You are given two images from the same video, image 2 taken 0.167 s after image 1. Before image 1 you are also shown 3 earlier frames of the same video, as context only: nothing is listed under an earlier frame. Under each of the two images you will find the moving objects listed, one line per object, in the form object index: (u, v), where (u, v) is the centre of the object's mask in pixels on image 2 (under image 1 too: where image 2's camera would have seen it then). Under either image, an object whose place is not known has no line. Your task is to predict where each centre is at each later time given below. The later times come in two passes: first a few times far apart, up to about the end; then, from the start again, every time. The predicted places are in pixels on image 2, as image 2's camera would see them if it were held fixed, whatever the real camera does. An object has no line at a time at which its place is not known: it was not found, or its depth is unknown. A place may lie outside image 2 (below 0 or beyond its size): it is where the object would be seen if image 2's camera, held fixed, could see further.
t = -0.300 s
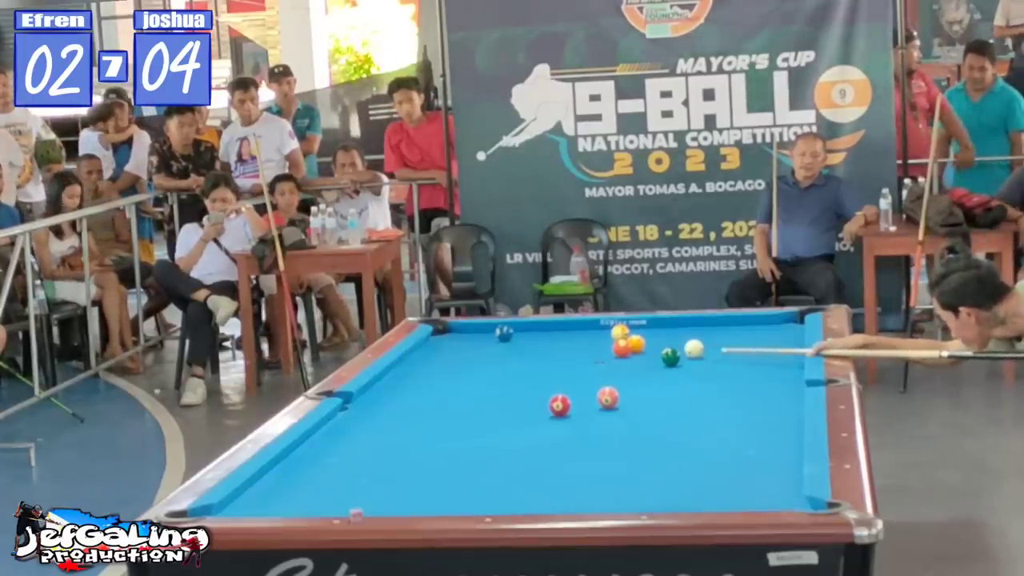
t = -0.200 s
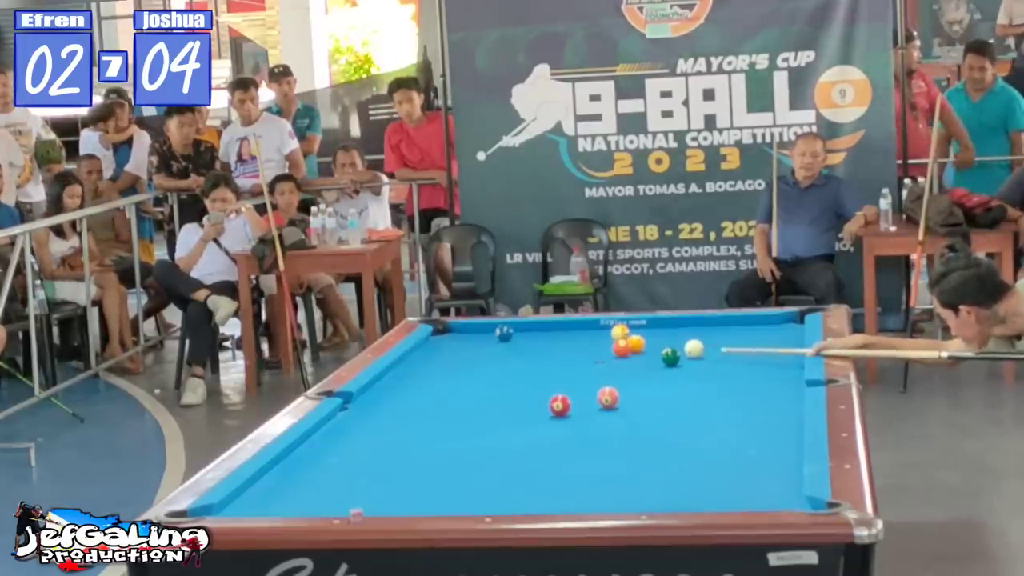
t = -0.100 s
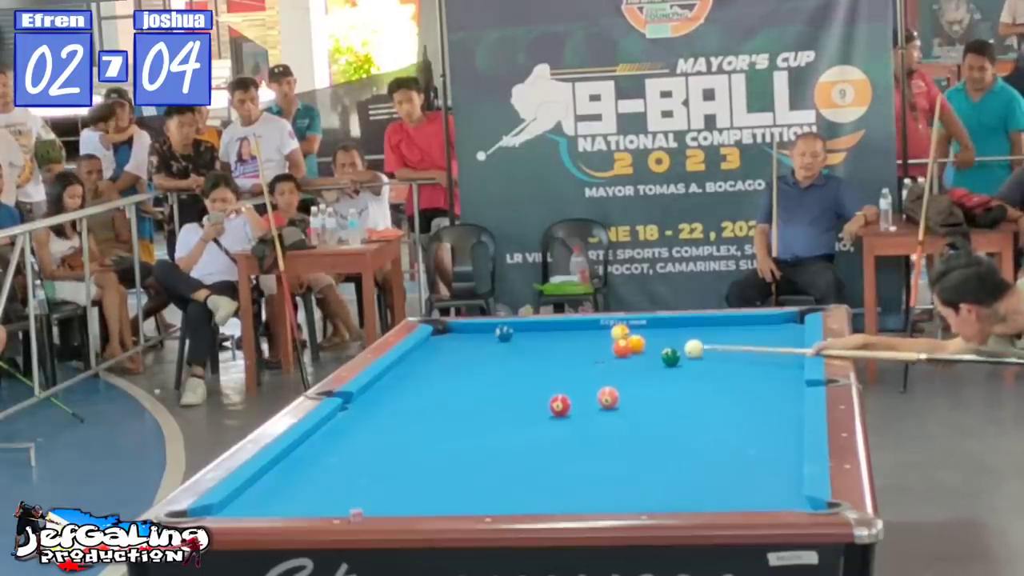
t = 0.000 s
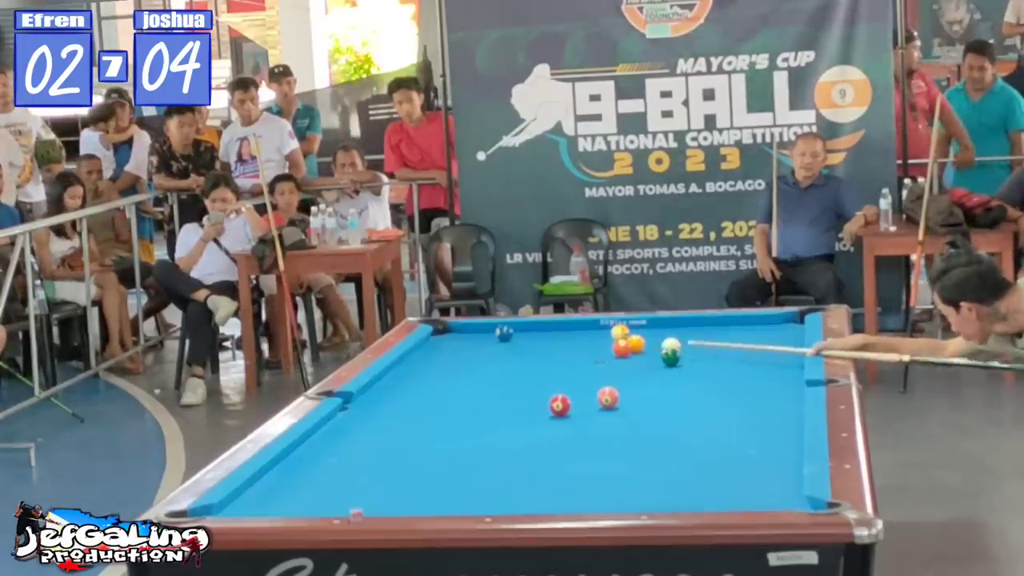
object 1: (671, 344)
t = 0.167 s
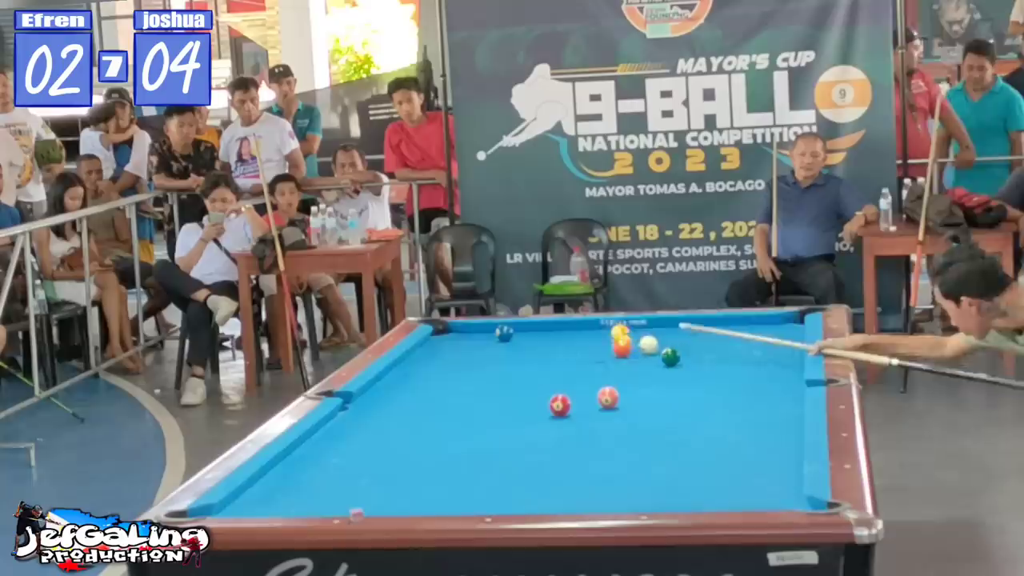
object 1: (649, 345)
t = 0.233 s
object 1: (645, 344)
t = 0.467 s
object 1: (636, 343)
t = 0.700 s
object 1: (628, 339)
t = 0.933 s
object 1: (613, 339)
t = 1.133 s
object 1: (608, 341)
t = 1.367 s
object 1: (602, 341)
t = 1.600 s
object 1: (596, 341)
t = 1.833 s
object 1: (591, 340)
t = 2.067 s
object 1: (587, 340)
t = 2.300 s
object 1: (584, 339)
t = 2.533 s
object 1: (582, 339)
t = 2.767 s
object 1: (582, 339)
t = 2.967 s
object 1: (582, 339)
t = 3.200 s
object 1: (582, 339)
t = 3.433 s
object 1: (582, 339)
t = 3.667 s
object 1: (582, 339)
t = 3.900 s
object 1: (582, 339)
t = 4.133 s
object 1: (582, 339)
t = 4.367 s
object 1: (582, 339)
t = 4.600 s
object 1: (582, 339)
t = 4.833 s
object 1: (582, 339)
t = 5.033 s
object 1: (582, 339)
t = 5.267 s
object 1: (582, 339)
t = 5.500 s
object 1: (582, 339)
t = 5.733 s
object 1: (582, 339)
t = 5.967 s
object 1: (582, 339)
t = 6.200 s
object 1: (582, 339)
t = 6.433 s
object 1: (582, 339)
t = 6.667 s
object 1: (582, 339)
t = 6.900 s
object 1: (582, 339)
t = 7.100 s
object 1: (582, 339)
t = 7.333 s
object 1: (582, 339)
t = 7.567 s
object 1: (582, 339)
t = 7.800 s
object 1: (582, 339)
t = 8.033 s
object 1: (582, 339)
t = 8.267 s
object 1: (582, 339)
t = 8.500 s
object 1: (582, 339)
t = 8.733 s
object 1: (582, 339)
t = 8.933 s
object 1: (582, 339)
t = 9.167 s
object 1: (582, 339)
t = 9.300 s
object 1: (582, 339)
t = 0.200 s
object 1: (647, 344)
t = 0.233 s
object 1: (645, 344)
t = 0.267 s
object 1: (644, 344)
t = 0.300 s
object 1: (642, 344)
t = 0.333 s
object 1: (640, 344)
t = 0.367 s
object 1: (639, 344)
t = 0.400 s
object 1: (638, 344)
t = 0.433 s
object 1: (637, 343)
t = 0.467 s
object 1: (636, 343)
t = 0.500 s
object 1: (635, 343)
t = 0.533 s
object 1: (634, 342)
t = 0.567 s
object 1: (633, 342)
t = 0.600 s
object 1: (632, 342)
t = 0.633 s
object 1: (632, 342)
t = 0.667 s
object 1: (630, 340)
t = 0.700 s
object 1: (628, 339)
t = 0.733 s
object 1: (625, 339)
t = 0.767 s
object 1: (623, 339)
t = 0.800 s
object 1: (622, 339)
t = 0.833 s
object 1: (619, 339)
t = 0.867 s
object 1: (617, 339)
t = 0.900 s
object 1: (615, 339)
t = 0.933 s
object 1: (613, 339)
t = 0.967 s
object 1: (612, 340)
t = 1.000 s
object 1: (611, 340)
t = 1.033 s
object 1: (610, 341)
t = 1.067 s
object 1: (609, 341)
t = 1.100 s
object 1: (608, 341)
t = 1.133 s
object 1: (608, 341)
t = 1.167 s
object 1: (607, 341)
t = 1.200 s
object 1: (606, 341)
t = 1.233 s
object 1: (605, 341)
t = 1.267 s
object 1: (604, 341)
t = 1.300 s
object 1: (604, 341)
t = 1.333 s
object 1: (603, 341)
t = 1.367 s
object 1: (602, 341)
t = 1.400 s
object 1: (601, 341)
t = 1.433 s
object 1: (600, 341)
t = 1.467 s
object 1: (599, 341)
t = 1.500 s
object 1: (599, 341)
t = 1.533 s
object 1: (598, 341)
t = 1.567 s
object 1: (597, 341)
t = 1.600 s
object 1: (596, 341)
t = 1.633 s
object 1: (595, 340)
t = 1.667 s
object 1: (594, 340)
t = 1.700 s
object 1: (594, 340)
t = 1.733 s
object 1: (593, 340)
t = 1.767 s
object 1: (593, 340)
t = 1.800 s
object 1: (592, 340)
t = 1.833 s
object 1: (591, 340)
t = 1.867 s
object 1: (591, 340)
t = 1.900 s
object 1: (590, 340)
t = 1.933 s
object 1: (590, 340)
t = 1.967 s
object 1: (589, 340)
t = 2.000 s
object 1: (588, 340)
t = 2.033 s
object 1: (588, 340)
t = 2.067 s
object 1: (587, 340)
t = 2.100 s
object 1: (587, 340)
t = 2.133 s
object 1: (586, 340)
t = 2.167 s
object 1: (586, 340)
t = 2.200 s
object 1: (585, 340)
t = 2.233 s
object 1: (585, 339)
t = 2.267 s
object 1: (585, 339)
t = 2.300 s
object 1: (584, 339)
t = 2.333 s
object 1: (584, 339)
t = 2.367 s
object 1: (584, 339)
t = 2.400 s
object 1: (583, 339)
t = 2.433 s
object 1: (583, 339)
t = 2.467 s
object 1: (583, 339)
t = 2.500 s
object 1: (583, 339)
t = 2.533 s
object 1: (582, 339)
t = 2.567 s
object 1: (582, 339)
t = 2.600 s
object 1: (582, 339)
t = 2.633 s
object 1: (582, 339)
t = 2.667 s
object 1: (582, 339)
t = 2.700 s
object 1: (582, 339)
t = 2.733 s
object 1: (582, 339)
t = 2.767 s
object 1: (582, 339)
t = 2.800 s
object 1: (582, 339)
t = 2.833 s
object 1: (582, 339)
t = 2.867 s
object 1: (582, 339)
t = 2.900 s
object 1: (582, 339)
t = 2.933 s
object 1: (582, 339)
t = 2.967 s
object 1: (582, 339)
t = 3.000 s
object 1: (582, 339)
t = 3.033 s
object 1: (582, 339)
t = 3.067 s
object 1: (582, 339)
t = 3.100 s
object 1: (582, 339)
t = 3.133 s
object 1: (582, 339)
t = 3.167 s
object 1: (582, 339)
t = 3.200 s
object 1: (582, 339)
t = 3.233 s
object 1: (582, 339)
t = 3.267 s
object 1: (582, 339)
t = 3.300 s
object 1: (582, 339)
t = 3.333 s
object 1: (582, 339)
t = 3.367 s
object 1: (582, 339)
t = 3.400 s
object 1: (582, 339)
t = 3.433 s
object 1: (582, 339)
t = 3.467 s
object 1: (582, 339)
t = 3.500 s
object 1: (582, 339)
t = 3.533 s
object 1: (582, 339)
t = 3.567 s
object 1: (582, 339)
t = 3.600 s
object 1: (582, 339)
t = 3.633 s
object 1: (582, 339)
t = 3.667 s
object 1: (582, 339)
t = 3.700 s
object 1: (582, 339)
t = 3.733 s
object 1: (582, 339)
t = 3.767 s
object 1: (582, 339)
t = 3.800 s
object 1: (582, 339)
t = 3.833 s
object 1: (582, 339)
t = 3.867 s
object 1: (582, 339)
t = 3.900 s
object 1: (582, 339)
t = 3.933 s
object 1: (582, 339)
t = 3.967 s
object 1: (582, 339)
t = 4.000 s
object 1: (582, 339)
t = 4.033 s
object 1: (582, 339)
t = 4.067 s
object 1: (582, 339)
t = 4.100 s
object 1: (582, 339)
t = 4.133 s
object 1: (582, 339)
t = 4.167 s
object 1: (582, 339)
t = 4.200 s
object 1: (582, 339)
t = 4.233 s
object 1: (582, 339)
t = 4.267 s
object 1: (582, 339)
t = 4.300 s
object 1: (582, 339)
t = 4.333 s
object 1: (582, 339)
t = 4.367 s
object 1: (582, 339)
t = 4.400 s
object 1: (582, 339)
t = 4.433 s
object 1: (582, 339)
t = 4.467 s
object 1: (582, 339)
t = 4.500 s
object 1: (582, 339)
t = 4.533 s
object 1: (582, 339)
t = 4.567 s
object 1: (582, 339)
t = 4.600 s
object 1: (582, 339)
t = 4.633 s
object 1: (582, 339)
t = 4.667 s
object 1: (582, 339)
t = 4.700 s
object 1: (582, 339)
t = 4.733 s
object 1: (582, 339)
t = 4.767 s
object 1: (582, 339)
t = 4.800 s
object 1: (582, 339)
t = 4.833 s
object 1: (582, 339)
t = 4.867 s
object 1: (582, 339)
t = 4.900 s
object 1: (582, 339)
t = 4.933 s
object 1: (582, 339)
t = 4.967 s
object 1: (582, 339)
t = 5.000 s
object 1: (582, 339)
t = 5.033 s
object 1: (582, 339)
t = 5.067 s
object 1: (582, 339)
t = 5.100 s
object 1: (582, 339)
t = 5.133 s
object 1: (582, 339)
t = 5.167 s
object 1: (582, 339)
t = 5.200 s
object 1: (582, 339)
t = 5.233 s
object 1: (582, 339)
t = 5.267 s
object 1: (582, 339)
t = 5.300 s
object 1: (582, 339)
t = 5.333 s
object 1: (582, 339)
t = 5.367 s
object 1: (582, 339)
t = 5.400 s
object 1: (582, 339)
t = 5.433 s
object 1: (582, 339)
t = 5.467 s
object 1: (582, 339)
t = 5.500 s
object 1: (582, 339)
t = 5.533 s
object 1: (582, 339)
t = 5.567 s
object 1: (582, 339)
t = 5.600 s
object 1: (582, 339)
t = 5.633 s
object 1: (582, 339)
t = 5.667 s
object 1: (582, 339)
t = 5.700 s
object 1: (582, 339)
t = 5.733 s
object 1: (582, 339)
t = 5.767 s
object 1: (582, 339)
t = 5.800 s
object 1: (582, 339)
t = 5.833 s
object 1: (582, 339)
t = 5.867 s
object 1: (582, 339)
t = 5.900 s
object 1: (582, 339)
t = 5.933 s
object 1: (582, 339)
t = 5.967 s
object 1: (582, 339)
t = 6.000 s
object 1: (582, 339)
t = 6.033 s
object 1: (582, 339)
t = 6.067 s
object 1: (582, 339)
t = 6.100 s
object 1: (582, 339)
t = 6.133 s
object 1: (582, 339)
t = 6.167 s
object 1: (582, 339)
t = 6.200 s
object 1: (582, 339)
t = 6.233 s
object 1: (582, 339)
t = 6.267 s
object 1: (582, 339)
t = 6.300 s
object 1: (582, 339)
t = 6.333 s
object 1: (582, 339)
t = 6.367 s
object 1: (582, 339)
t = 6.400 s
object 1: (582, 339)
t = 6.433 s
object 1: (582, 339)
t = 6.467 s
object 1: (582, 339)
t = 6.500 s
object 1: (582, 339)
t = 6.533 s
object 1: (582, 339)
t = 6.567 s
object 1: (582, 339)
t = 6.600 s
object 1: (582, 339)
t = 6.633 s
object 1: (582, 339)
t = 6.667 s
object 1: (582, 339)
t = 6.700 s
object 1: (582, 339)
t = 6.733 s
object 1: (582, 339)
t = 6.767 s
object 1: (582, 339)
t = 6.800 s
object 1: (582, 339)
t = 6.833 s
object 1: (582, 339)
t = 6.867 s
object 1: (582, 339)
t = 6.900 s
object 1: (582, 339)
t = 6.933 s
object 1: (582, 339)
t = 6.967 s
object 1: (582, 339)
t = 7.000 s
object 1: (582, 339)
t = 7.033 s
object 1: (582, 339)
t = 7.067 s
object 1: (582, 339)
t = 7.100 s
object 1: (582, 339)
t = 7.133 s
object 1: (582, 339)
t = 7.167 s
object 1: (582, 339)
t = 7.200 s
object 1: (582, 339)
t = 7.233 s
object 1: (582, 339)
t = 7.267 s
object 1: (582, 339)
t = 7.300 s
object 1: (582, 339)
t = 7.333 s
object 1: (582, 339)
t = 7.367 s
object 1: (582, 339)
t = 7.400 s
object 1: (582, 339)
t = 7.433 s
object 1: (582, 339)
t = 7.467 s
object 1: (582, 339)
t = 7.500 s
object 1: (582, 339)
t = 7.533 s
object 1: (582, 339)
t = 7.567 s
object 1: (582, 339)
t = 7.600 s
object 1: (582, 339)
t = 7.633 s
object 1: (582, 339)
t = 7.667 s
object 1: (582, 339)
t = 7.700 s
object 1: (582, 339)
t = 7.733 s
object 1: (582, 339)
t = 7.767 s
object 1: (582, 339)
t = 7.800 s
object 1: (582, 339)
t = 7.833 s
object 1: (582, 339)
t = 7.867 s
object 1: (582, 339)
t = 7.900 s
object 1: (582, 339)
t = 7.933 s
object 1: (582, 339)
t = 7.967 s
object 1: (582, 339)
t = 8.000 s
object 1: (582, 339)
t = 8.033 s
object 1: (582, 339)
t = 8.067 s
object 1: (582, 339)
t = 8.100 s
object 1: (582, 339)
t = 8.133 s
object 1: (582, 339)
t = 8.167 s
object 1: (582, 339)
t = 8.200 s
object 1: (582, 339)
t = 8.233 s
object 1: (582, 339)
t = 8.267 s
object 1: (582, 339)
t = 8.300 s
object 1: (582, 339)
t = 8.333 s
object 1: (582, 339)
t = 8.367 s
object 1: (582, 339)
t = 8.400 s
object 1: (582, 339)
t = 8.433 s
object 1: (582, 339)
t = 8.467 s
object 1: (582, 339)
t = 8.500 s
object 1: (582, 339)
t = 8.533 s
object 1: (582, 339)
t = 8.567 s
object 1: (582, 339)
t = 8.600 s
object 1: (582, 339)
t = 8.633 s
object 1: (582, 339)
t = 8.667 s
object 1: (582, 339)
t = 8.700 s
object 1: (582, 339)
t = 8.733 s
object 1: (582, 339)
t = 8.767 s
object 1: (582, 339)
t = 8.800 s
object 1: (582, 339)
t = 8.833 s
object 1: (582, 339)
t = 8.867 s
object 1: (582, 339)
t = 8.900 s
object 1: (582, 339)
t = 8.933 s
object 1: (582, 339)
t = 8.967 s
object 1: (582, 339)
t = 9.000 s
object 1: (582, 339)
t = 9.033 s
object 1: (582, 339)
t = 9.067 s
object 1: (582, 339)
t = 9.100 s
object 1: (582, 339)
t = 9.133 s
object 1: (582, 339)
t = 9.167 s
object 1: (582, 339)
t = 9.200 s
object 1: (582, 339)
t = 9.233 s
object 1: (582, 339)
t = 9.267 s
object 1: (582, 339)
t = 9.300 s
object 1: (582, 339)
